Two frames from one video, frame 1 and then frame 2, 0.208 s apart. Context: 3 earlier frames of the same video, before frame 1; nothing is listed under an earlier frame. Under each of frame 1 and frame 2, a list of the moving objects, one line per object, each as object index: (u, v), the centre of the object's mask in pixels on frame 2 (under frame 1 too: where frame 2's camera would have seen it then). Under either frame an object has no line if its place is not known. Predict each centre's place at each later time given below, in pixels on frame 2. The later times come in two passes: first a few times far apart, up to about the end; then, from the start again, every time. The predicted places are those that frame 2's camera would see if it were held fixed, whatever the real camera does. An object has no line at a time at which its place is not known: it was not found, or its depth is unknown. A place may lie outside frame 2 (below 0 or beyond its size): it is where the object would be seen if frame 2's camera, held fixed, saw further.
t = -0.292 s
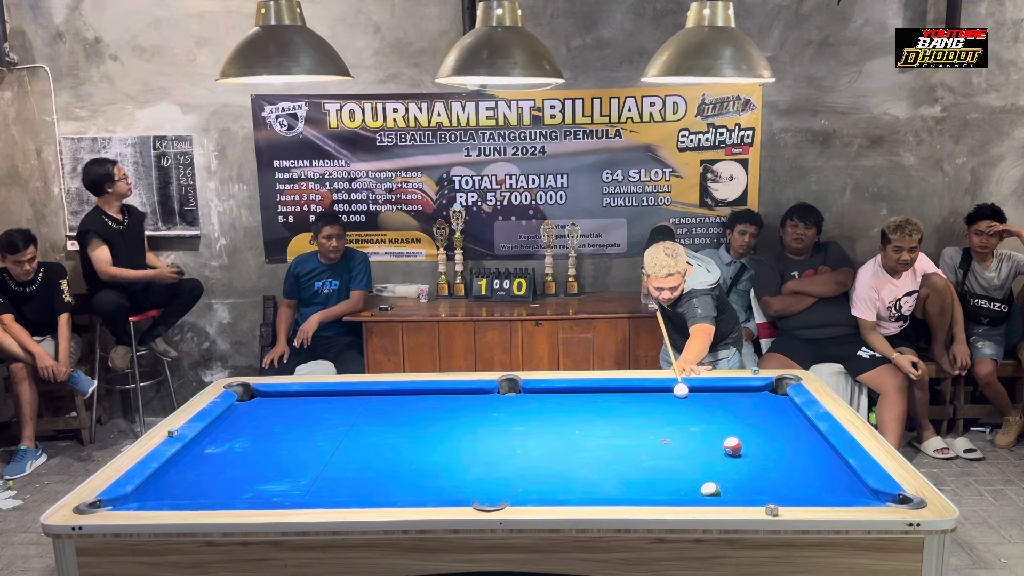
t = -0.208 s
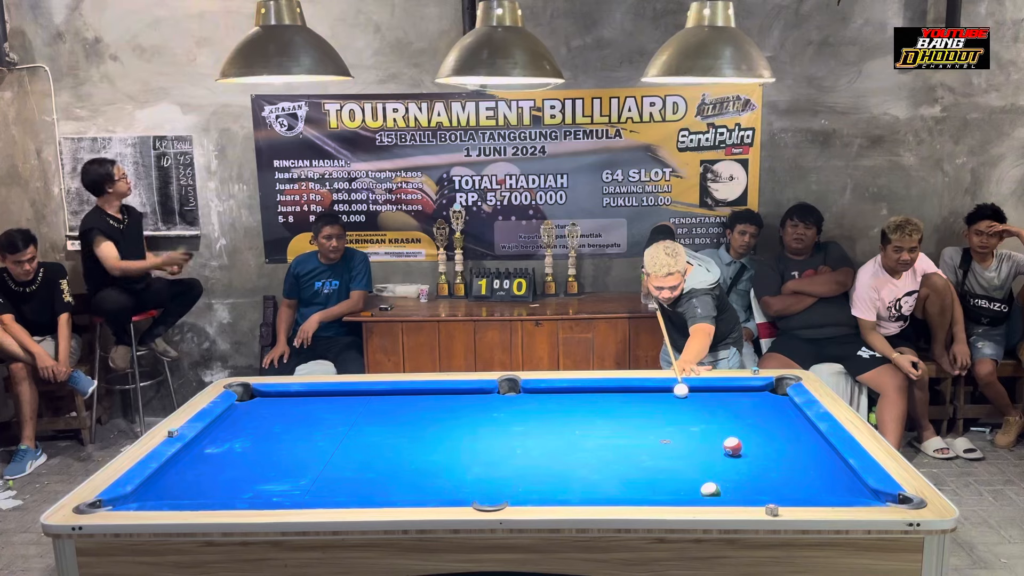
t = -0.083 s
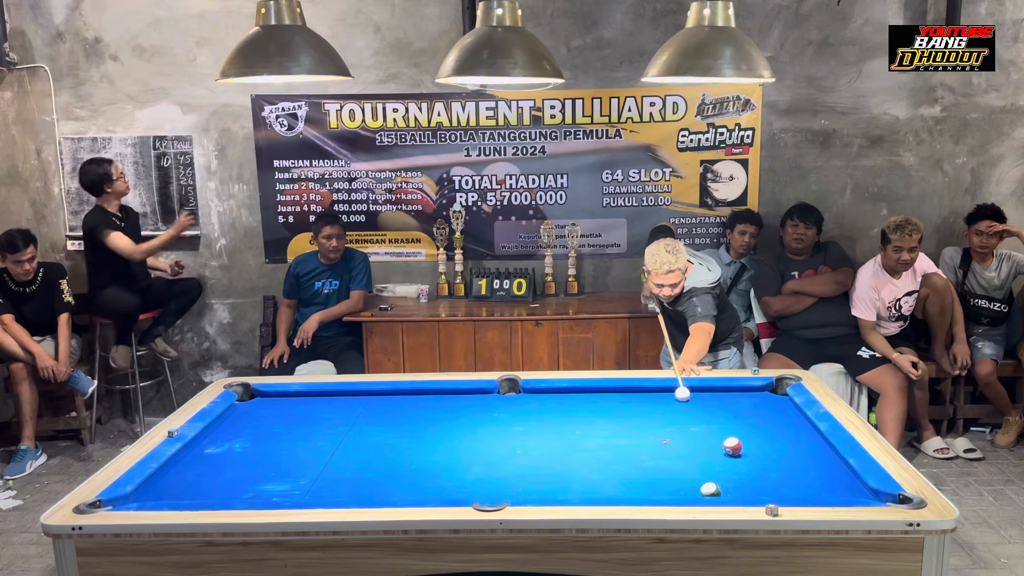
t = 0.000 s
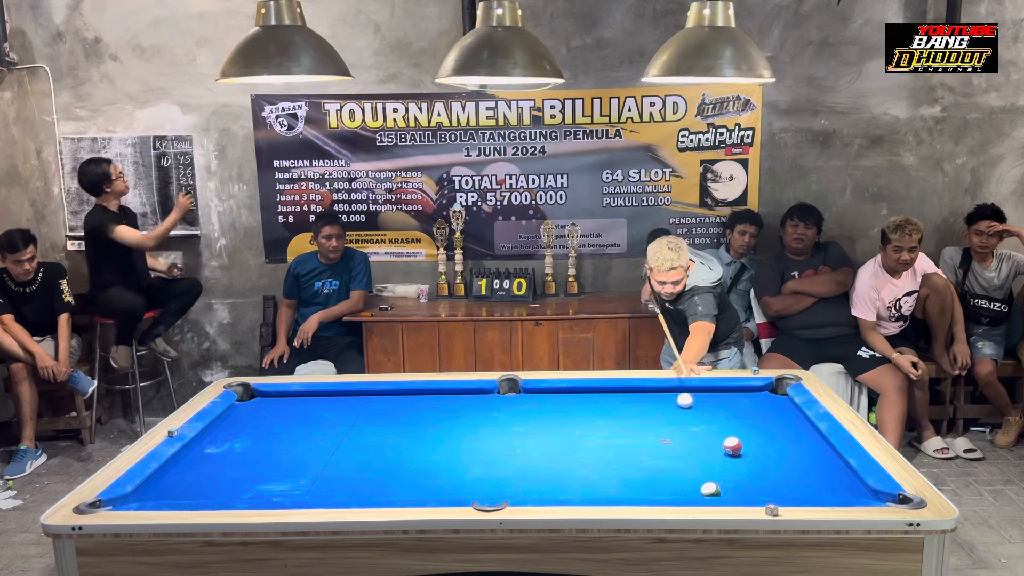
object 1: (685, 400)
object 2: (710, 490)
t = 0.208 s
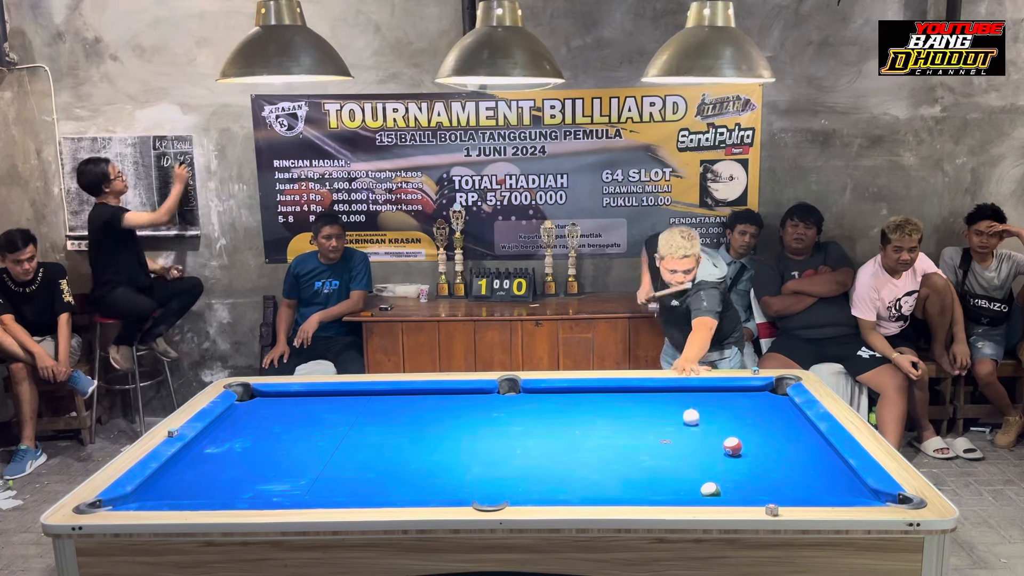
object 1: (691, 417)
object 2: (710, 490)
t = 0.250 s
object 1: (693, 422)
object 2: (710, 490)
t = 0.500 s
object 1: (701, 445)
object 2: (710, 490)
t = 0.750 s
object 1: (710, 471)
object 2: (710, 490)
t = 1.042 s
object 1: (731, 489)
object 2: (699, 488)
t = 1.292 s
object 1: (747, 491)
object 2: (684, 478)
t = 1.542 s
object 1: (755, 489)
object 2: (671, 467)
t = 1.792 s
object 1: (761, 486)
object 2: (660, 458)
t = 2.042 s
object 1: (766, 482)
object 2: (650, 449)
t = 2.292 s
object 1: (769, 479)
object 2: (642, 441)
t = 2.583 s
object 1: (772, 477)
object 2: (632, 435)
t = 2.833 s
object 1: (773, 476)
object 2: (625, 429)
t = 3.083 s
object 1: (773, 475)
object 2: (619, 424)
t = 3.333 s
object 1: (773, 475)
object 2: (613, 421)
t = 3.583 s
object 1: (773, 475)
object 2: (608, 417)
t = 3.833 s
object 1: (773, 475)
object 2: (604, 414)
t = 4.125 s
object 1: (773, 475)
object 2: (600, 411)
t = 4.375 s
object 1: (773, 475)
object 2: (597, 409)
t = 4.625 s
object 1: (773, 475)
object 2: (594, 407)
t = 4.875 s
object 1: (773, 475)
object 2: (592, 406)
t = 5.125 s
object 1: (773, 475)
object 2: (589, 406)
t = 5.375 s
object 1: (773, 475)
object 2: (588, 406)
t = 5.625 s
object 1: (773, 475)
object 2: (588, 406)
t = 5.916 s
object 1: (773, 475)
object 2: (588, 406)
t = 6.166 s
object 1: (773, 475)
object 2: (588, 406)
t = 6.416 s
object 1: (773, 475)
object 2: (588, 406)
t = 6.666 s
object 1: (773, 475)
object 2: (588, 406)
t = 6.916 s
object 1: (773, 475)
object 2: (588, 406)
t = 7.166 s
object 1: (773, 475)
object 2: (588, 406)
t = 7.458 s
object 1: (773, 475)
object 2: (588, 406)
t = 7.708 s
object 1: (773, 475)
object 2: (588, 406)
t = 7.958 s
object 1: (773, 475)
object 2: (588, 406)
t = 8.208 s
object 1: (773, 475)
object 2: (588, 406)
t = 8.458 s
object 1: (773, 475)
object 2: (588, 406)
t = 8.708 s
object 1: (773, 475)
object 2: (588, 406)
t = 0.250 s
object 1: (693, 422)
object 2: (710, 490)
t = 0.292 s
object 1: (694, 425)
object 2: (710, 490)
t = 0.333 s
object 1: (696, 429)
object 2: (710, 490)
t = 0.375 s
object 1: (696, 432)
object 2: (710, 490)
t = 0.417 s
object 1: (698, 437)
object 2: (710, 490)
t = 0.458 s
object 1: (700, 440)
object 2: (710, 489)
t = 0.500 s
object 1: (701, 445)
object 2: (710, 490)
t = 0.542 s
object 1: (703, 449)
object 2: (710, 490)
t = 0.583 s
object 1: (704, 452)
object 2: (710, 490)
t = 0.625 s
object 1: (706, 457)
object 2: (710, 490)
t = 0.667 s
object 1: (707, 461)
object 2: (710, 490)
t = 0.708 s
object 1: (709, 467)
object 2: (710, 490)
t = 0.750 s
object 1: (710, 471)
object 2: (710, 490)
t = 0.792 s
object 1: (713, 475)
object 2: (710, 490)
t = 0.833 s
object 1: (715, 478)
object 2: (710, 490)
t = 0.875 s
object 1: (718, 483)
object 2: (710, 491)
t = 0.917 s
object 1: (720, 485)
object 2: (708, 492)
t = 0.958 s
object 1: (724, 488)
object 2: (704, 490)
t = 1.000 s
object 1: (727, 488)
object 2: (701, 489)
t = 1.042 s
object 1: (731, 489)
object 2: (699, 488)
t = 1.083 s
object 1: (734, 490)
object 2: (697, 487)
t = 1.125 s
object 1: (738, 491)
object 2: (694, 486)
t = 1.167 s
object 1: (741, 492)
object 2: (692, 484)
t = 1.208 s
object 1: (744, 492)
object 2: (689, 481)
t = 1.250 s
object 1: (745, 492)
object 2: (687, 480)
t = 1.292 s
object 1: (747, 491)
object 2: (684, 478)
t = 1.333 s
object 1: (748, 491)
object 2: (683, 476)
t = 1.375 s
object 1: (750, 490)
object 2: (680, 473)
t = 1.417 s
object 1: (751, 490)
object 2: (678, 472)
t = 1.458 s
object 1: (752, 489)
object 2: (675, 469)
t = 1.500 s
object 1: (754, 489)
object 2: (673, 468)
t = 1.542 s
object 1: (755, 489)
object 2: (671, 467)
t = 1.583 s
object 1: (756, 488)
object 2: (670, 465)
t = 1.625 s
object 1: (757, 488)
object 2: (668, 463)
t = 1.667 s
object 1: (758, 487)
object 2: (666, 462)
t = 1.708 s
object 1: (759, 487)
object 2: (664, 460)
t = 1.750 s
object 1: (760, 486)
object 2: (662, 459)
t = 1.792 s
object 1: (761, 486)
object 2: (660, 458)
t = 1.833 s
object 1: (762, 485)
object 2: (659, 457)
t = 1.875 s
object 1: (763, 484)
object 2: (656, 455)
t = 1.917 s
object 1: (764, 484)
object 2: (655, 453)
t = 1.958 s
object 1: (764, 483)
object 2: (653, 451)
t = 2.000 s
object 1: (765, 483)
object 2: (652, 450)
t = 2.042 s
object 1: (766, 482)
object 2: (650, 449)
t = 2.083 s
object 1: (766, 482)
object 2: (648, 448)
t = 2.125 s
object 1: (767, 481)
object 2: (647, 446)
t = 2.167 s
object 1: (768, 481)
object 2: (646, 446)
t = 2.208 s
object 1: (768, 480)
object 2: (644, 444)
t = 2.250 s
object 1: (769, 480)
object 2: (643, 443)
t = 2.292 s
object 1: (769, 479)
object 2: (642, 441)
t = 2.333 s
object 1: (770, 479)
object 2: (640, 441)
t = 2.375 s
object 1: (770, 479)
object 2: (639, 439)
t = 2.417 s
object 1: (770, 478)
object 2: (637, 439)
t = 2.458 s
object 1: (771, 478)
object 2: (636, 438)
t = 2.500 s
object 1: (771, 477)
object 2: (635, 437)
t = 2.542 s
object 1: (771, 477)
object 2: (633, 436)
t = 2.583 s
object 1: (772, 477)
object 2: (632, 435)
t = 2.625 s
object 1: (772, 477)
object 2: (631, 433)
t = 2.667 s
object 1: (772, 476)
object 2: (629, 433)
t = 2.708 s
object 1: (773, 476)
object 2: (628, 431)
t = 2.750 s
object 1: (773, 476)
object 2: (627, 431)
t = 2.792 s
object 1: (773, 476)
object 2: (625, 430)
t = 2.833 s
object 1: (773, 476)
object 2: (625, 429)
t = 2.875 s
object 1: (773, 475)
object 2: (624, 428)
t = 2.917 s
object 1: (773, 475)
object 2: (623, 427)
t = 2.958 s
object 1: (773, 475)
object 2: (622, 427)
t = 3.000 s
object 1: (773, 475)
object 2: (621, 426)
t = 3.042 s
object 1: (773, 475)
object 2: (620, 425)
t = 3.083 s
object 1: (773, 475)
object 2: (619, 424)
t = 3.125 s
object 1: (773, 475)
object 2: (618, 423)
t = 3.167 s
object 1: (773, 475)
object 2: (617, 423)
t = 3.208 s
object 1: (773, 475)
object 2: (616, 422)
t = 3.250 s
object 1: (773, 475)
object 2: (615, 421)
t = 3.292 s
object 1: (773, 475)
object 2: (614, 420)
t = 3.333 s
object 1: (773, 475)
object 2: (613, 421)
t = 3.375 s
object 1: (773, 475)
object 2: (613, 420)
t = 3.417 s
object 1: (773, 475)
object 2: (612, 420)
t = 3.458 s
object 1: (773, 475)
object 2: (611, 419)
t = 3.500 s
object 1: (773, 475)
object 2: (610, 418)
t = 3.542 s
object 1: (773, 475)
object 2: (609, 417)
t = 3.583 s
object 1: (773, 475)
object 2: (608, 417)
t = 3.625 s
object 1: (773, 475)
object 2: (608, 416)
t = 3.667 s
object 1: (773, 475)
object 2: (607, 415)
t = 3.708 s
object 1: (773, 475)
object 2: (606, 415)
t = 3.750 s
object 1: (773, 475)
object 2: (606, 415)
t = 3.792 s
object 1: (773, 475)
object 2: (604, 414)
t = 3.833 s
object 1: (773, 475)
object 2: (604, 414)
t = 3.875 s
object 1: (773, 475)
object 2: (603, 414)
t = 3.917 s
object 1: (773, 475)
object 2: (603, 413)
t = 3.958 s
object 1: (773, 475)
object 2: (602, 413)
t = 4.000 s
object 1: (773, 475)
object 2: (602, 412)
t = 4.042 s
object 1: (773, 475)
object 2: (601, 412)
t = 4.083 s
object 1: (773, 475)
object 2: (601, 412)
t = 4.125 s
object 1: (773, 475)
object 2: (600, 411)
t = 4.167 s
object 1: (773, 475)
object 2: (600, 411)
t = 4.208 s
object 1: (773, 475)
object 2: (599, 410)
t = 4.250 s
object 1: (773, 475)
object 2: (599, 410)
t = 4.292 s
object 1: (773, 475)
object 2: (598, 410)
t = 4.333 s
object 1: (773, 475)
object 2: (598, 409)
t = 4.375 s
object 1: (773, 475)
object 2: (597, 409)
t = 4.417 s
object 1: (773, 475)
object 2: (597, 409)
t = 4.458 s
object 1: (773, 475)
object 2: (596, 408)
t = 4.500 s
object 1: (773, 475)
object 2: (596, 408)
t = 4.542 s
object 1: (773, 475)
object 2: (595, 408)
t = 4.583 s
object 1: (773, 475)
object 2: (595, 408)
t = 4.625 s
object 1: (773, 475)
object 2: (594, 407)
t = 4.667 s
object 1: (773, 475)
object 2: (594, 407)
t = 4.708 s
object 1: (773, 475)
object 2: (593, 407)
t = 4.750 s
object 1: (773, 475)
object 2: (593, 407)
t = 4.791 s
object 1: (773, 475)
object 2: (593, 407)
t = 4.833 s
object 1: (773, 475)
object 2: (592, 407)
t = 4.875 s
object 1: (773, 475)
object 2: (592, 406)
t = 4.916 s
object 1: (773, 475)
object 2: (591, 406)
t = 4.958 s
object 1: (773, 475)
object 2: (591, 406)
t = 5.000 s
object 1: (773, 475)
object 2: (591, 406)
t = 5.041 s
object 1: (773, 475)
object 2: (590, 406)
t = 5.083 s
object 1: (773, 475)
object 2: (590, 406)
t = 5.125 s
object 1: (773, 475)
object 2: (589, 406)
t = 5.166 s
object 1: (773, 475)
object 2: (589, 406)
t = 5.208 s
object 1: (773, 475)
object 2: (589, 406)
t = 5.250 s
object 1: (773, 475)
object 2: (589, 406)
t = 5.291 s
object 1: (773, 475)
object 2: (589, 406)
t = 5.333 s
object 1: (773, 475)
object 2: (588, 406)
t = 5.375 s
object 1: (773, 475)
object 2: (588, 406)
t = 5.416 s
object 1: (773, 475)
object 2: (588, 406)
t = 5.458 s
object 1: (773, 475)
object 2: (588, 406)
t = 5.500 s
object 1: (773, 475)
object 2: (588, 406)
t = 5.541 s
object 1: (773, 475)
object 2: (588, 406)
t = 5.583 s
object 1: (773, 475)
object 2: (588, 406)
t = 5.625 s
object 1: (773, 475)
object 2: (588, 406)
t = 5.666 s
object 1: (773, 475)
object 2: (588, 406)
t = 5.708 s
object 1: (773, 475)
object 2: (588, 406)
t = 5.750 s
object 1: (773, 475)
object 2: (588, 406)
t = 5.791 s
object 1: (773, 475)
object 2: (588, 406)
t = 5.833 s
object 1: (773, 475)
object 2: (588, 406)
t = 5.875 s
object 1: (773, 475)
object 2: (588, 406)
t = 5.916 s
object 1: (773, 475)
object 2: (588, 406)
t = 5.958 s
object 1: (773, 475)
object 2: (588, 406)
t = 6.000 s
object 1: (773, 475)
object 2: (588, 406)
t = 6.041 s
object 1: (773, 475)
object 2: (588, 406)
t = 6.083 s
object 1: (773, 475)
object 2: (588, 406)
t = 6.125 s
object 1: (773, 475)
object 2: (588, 406)
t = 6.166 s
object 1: (773, 475)
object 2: (588, 406)
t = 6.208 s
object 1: (773, 475)
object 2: (588, 406)
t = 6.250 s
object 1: (773, 475)
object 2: (588, 406)
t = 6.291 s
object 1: (773, 475)
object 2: (588, 406)
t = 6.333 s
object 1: (773, 475)
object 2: (588, 406)
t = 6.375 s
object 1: (773, 475)
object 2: (588, 406)
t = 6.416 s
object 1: (773, 475)
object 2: (588, 406)
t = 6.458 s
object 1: (773, 475)
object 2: (588, 406)
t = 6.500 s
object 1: (773, 475)
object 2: (588, 406)
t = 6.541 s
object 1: (773, 475)
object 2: (588, 406)
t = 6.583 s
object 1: (773, 475)
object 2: (588, 406)
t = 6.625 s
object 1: (773, 475)
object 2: (588, 406)
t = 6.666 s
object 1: (773, 475)
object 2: (588, 406)
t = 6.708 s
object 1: (773, 475)
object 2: (588, 406)
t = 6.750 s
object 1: (773, 475)
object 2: (588, 406)
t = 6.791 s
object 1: (773, 475)
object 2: (588, 406)
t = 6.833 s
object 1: (773, 475)
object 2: (588, 406)
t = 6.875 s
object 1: (773, 475)
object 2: (588, 406)
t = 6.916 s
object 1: (773, 475)
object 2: (588, 406)
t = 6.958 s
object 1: (773, 475)
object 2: (588, 406)
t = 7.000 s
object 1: (773, 475)
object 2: (588, 406)
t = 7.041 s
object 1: (773, 475)
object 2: (588, 406)
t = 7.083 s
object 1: (773, 475)
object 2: (588, 406)
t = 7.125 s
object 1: (773, 475)
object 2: (588, 406)
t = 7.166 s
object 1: (773, 475)
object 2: (588, 406)
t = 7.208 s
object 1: (773, 475)
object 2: (588, 406)
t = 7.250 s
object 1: (773, 475)
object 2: (588, 406)
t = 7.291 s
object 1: (773, 475)
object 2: (588, 406)
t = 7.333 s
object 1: (773, 475)
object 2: (588, 406)
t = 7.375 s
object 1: (773, 475)
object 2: (588, 406)
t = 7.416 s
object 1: (773, 475)
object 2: (588, 406)
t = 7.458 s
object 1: (773, 475)
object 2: (588, 406)
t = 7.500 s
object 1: (773, 475)
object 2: (588, 406)
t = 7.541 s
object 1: (773, 475)
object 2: (588, 406)
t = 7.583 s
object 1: (773, 475)
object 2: (588, 406)
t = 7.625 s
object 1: (773, 475)
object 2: (588, 406)
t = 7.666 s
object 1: (773, 475)
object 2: (588, 406)
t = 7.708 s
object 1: (773, 475)
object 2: (588, 406)
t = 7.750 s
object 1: (773, 475)
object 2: (588, 406)
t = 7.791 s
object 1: (773, 475)
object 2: (588, 406)
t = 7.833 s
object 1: (773, 475)
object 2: (588, 406)
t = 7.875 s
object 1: (773, 475)
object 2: (588, 406)
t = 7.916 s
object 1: (773, 475)
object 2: (588, 406)
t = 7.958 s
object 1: (773, 475)
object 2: (588, 406)
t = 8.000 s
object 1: (773, 475)
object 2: (588, 406)
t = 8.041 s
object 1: (773, 475)
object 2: (588, 406)
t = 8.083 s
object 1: (773, 475)
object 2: (588, 406)
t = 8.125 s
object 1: (773, 475)
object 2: (588, 406)
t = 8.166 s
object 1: (773, 475)
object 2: (588, 406)
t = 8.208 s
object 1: (773, 475)
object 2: (588, 406)
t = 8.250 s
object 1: (773, 475)
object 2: (588, 406)
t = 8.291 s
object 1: (773, 475)
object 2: (588, 406)
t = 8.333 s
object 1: (773, 475)
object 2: (588, 406)
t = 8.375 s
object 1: (773, 475)
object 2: (588, 406)
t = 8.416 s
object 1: (773, 475)
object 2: (588, 406)
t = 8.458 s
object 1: (773, 475)
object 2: (588, 406)
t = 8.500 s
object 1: (773, 475)
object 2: (588, 406)
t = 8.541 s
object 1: (773, 475)
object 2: (588, 406)
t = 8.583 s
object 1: (773, 475)
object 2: (588, 406)
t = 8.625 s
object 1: (773, 475)
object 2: (588, 406)
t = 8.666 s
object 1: (773, 475)
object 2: (588, 406)
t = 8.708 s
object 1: (773, 475)
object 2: (588, 406)
